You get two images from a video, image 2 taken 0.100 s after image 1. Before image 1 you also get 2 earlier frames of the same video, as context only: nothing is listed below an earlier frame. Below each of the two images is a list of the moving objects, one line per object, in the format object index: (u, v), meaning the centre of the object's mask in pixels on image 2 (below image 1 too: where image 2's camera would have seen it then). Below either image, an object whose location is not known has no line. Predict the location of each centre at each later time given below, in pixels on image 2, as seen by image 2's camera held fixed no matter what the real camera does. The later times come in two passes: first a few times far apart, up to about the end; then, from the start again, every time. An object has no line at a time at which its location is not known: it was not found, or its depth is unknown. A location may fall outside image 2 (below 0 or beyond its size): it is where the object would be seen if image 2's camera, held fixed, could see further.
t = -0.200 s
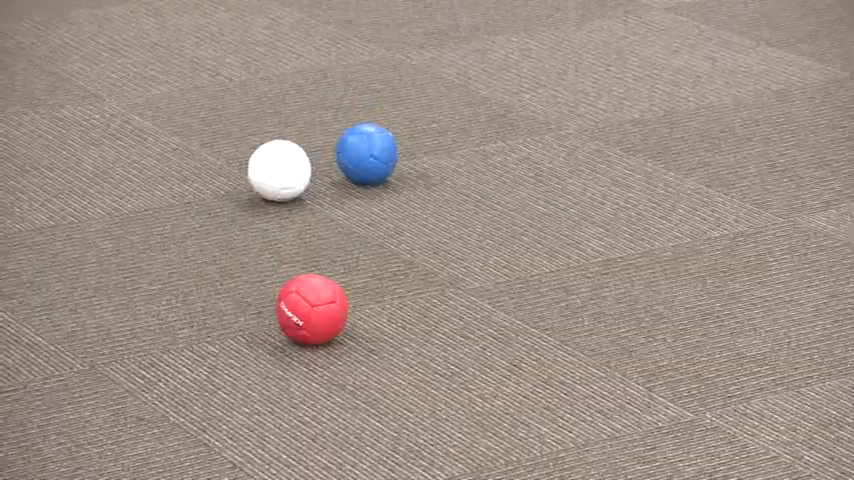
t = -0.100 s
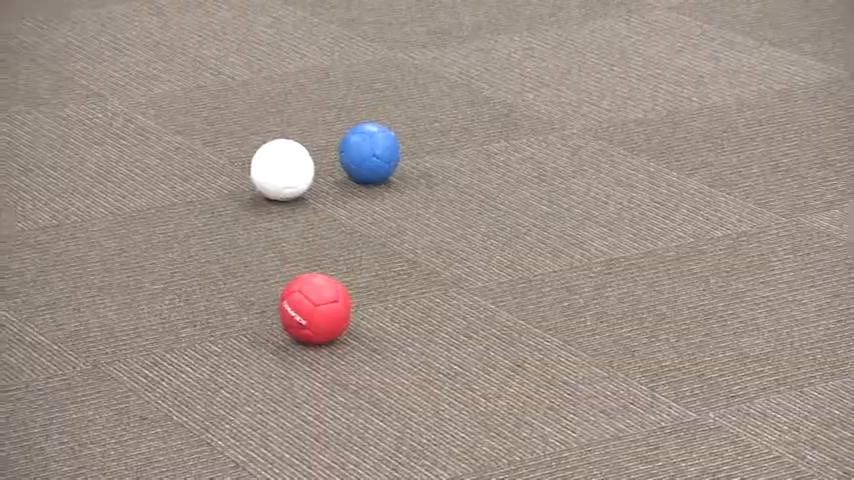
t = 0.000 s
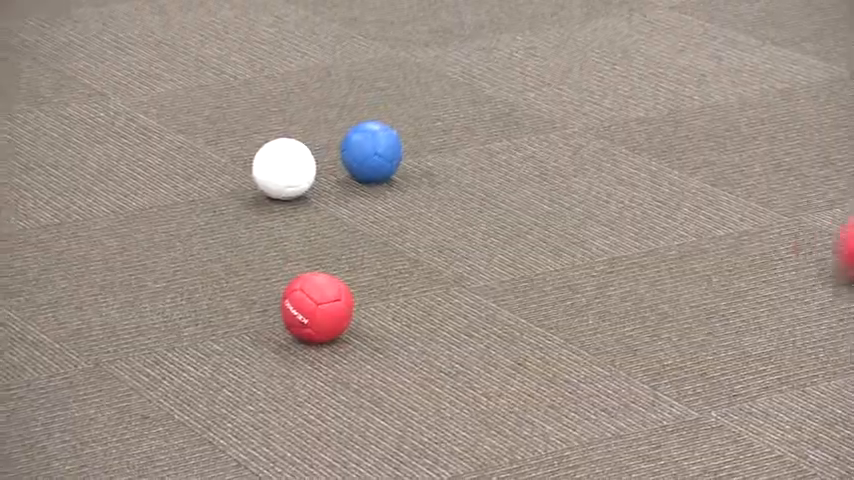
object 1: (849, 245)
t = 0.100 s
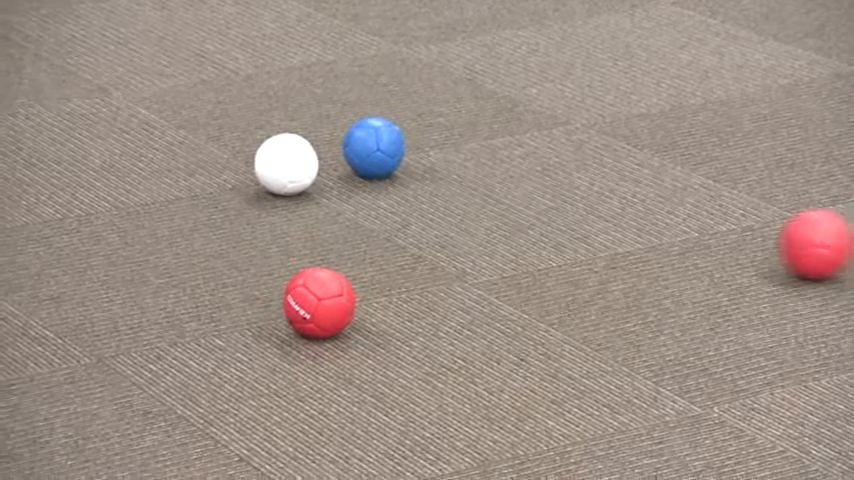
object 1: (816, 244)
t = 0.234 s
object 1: (738, 246)
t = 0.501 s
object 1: (600, 250)
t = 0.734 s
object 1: (493, 252)
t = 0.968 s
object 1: (400, 253)
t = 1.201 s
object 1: (321, 246)
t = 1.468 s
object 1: (247, 251)
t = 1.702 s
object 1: (198, 252)
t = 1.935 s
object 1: (160, 247)
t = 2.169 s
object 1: (144, 242)
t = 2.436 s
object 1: (143, 239)
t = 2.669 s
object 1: (145, 241)
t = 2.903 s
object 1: (146, 240)
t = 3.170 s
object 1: (146, 240)
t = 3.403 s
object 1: (146, 240)
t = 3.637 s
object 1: (146, 240)
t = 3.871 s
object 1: (146, 240)
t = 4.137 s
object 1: (146, 240)
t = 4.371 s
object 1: (146, 240)
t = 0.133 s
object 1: (796, 244)
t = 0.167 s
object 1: (776, 245)
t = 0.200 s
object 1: (757, 245)
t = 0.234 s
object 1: (738, 246)
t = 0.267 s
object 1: (719, 246)
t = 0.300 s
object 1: (702, 246)
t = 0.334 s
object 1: (684, 247)
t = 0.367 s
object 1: (667, 248)
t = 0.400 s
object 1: (650, 250)
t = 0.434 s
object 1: (633, 250)
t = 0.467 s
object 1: (616, 250)
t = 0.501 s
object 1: (600, 250)
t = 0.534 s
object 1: (584, 250)
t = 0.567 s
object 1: (568, 250)
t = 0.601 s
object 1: (553, 250)
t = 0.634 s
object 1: (538, 250)
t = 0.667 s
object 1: (522, 251)
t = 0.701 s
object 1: (508, 251)
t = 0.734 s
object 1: (493, 252)
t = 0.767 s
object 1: (479, 251)
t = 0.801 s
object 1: (465, 251)
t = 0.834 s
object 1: (452, 252)
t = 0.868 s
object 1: (439, 252)
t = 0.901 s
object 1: (426, 253)
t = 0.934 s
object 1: (412, 253)
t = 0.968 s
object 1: (400, 253)
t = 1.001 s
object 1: (388, 252)
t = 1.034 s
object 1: (376, 252)
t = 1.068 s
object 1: (365, 251)
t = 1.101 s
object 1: (354, 250)
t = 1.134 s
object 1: (343, 248)
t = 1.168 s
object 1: (332, 247)
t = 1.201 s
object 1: (321, 246)
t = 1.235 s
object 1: (310, 246)
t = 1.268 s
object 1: (300, 247)
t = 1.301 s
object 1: (289, 249)
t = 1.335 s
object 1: (280, 250)
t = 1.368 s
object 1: (272, 251)
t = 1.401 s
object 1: (263, 252)
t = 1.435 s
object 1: (255, 251)
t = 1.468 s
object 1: (247, 251)
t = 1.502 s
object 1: (240, 251)
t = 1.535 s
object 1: (232, 252)
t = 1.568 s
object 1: (225, 252)
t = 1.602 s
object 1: (218, 253)
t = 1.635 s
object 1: (212, 253)
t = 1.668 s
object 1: (205, 252)
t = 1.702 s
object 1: (198, 252)
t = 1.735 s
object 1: (191, 252)
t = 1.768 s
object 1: (184, 251)
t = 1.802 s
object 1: (179, 251)
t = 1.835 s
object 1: (174, 250)
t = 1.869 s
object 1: (169, 248)
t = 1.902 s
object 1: (164, 248)
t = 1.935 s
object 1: (160, 247)
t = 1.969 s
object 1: (157, 246)
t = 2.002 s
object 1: (154, 245)
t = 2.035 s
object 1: (152, 244)
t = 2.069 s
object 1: (149, 244)
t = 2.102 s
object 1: (147, 243)
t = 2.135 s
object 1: (145, 242)
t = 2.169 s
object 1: (144, 242)
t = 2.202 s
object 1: (143, 240)
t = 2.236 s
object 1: (142, 240)
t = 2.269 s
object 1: (142, 240)
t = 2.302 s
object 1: (142, 239)
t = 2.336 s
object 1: (142, 239)
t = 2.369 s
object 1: (142, 239)
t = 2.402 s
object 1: (143, 239)
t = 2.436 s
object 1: (143, 239)
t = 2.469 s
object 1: (143, 239)
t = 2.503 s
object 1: (144, 240)
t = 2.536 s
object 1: (144, 240)
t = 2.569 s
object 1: (144, 240)
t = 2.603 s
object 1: (144, 240)
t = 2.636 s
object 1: (144, 241)
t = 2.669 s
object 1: (145, 241)
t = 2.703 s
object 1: (146, 240)
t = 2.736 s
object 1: (145, 240)
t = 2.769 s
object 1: (146, 240)
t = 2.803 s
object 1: (146, 240)
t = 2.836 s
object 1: (146, 240)
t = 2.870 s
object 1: (146, 240)
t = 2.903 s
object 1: (146, 240)
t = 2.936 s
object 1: (146, 240)
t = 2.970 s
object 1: (146, 240)
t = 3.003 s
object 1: (146, 240)
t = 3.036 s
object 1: (146, 240)
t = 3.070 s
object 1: (146, 240)
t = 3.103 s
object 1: (146, 240)
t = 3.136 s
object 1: (146, 240)
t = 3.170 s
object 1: (146, 240)
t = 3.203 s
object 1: (146, 240)
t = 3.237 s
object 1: (146, 240)
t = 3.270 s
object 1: (146, 240)
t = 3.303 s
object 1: (146, 240)
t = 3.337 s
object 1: (146, 240)
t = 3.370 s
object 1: (146, 240)
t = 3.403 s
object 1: (146, 240)
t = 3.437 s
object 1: (146, 240)
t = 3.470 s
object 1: (146, 240)
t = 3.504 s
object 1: (146, 240)
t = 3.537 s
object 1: (146, 240)
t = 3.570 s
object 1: (146, 240)
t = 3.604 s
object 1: (146, 240)
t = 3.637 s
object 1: (146, 240)
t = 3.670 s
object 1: (146, 240)
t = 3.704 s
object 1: (146, 240)
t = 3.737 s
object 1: (146, 240)
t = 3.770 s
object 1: (146, 240)
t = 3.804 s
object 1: (146, 240)
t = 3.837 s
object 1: (146, 240)
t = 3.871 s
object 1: (146, 240)
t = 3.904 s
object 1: (146, 240)
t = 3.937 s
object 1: (146, 240)
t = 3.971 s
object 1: (146, 240)
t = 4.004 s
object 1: (146, 240)
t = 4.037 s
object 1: (146, 240)
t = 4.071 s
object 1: (146, 240)
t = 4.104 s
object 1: (146, 240)
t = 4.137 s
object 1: (146, 240)
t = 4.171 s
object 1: (146, 240)
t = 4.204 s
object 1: (146, 240)
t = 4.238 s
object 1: (146, 240)
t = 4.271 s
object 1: (146, 240)
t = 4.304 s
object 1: (146, 240)
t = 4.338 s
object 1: (146, 240)
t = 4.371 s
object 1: (146, 240)
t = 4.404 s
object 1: (146, 240)
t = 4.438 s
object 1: (146, 240)
